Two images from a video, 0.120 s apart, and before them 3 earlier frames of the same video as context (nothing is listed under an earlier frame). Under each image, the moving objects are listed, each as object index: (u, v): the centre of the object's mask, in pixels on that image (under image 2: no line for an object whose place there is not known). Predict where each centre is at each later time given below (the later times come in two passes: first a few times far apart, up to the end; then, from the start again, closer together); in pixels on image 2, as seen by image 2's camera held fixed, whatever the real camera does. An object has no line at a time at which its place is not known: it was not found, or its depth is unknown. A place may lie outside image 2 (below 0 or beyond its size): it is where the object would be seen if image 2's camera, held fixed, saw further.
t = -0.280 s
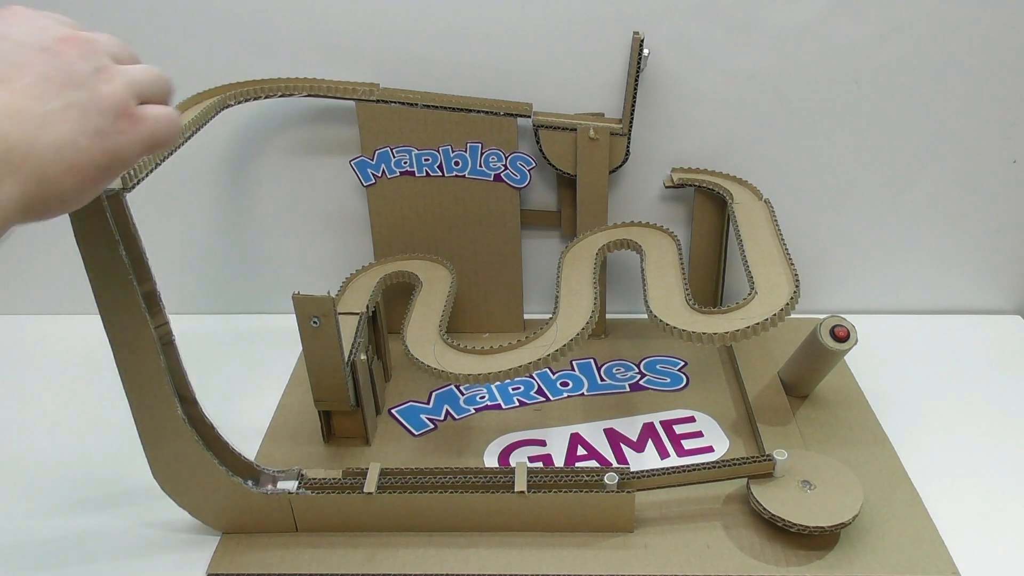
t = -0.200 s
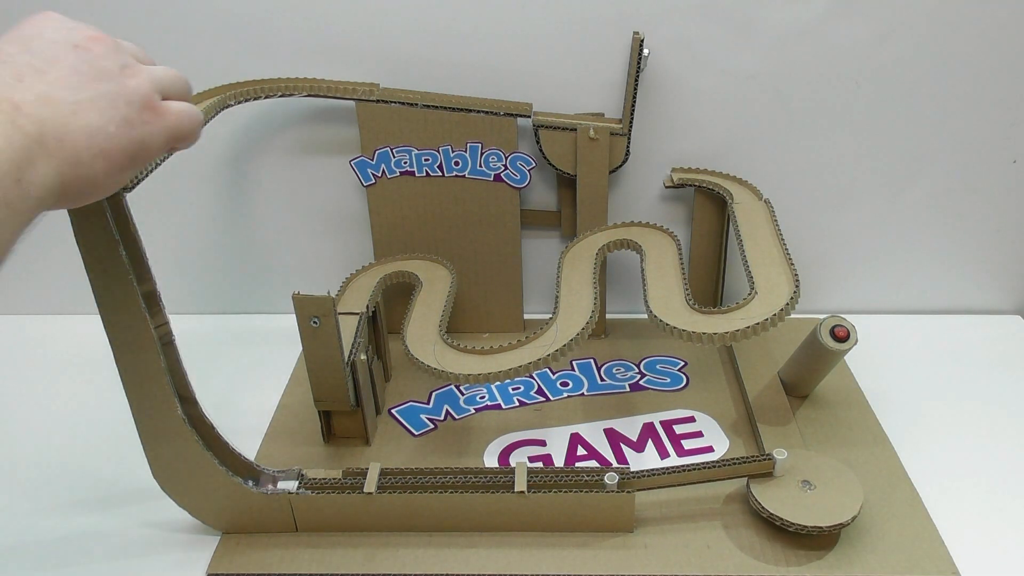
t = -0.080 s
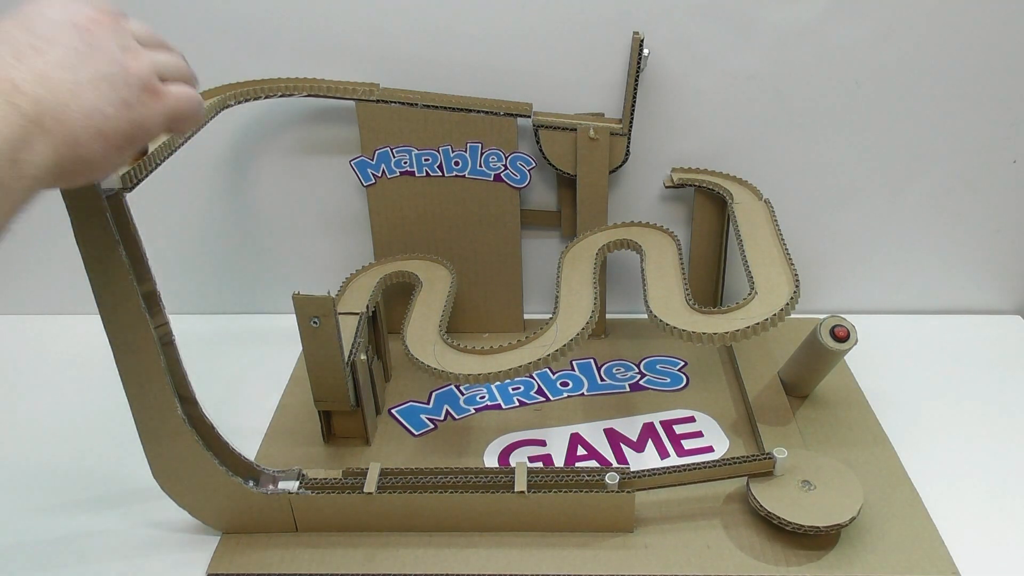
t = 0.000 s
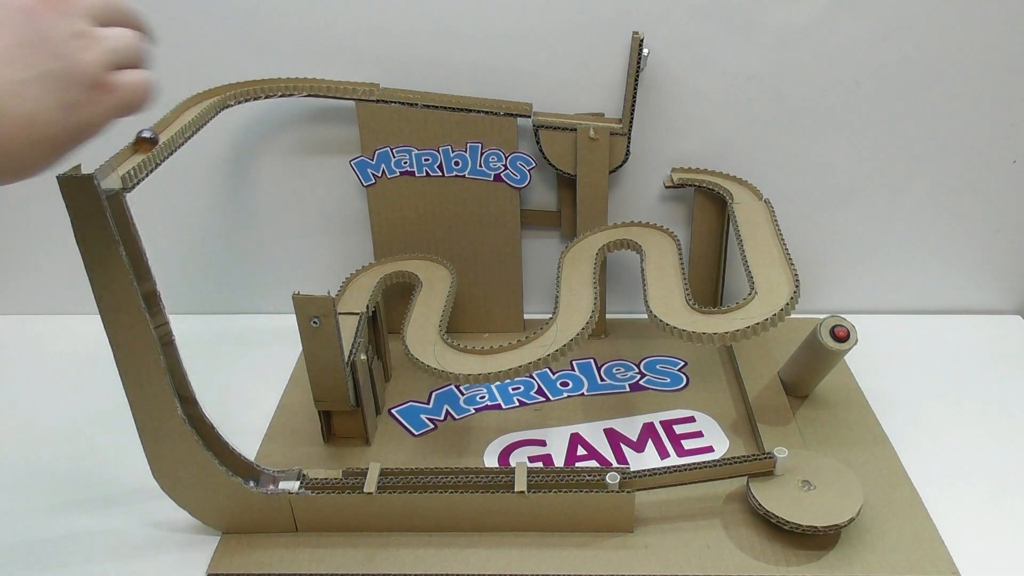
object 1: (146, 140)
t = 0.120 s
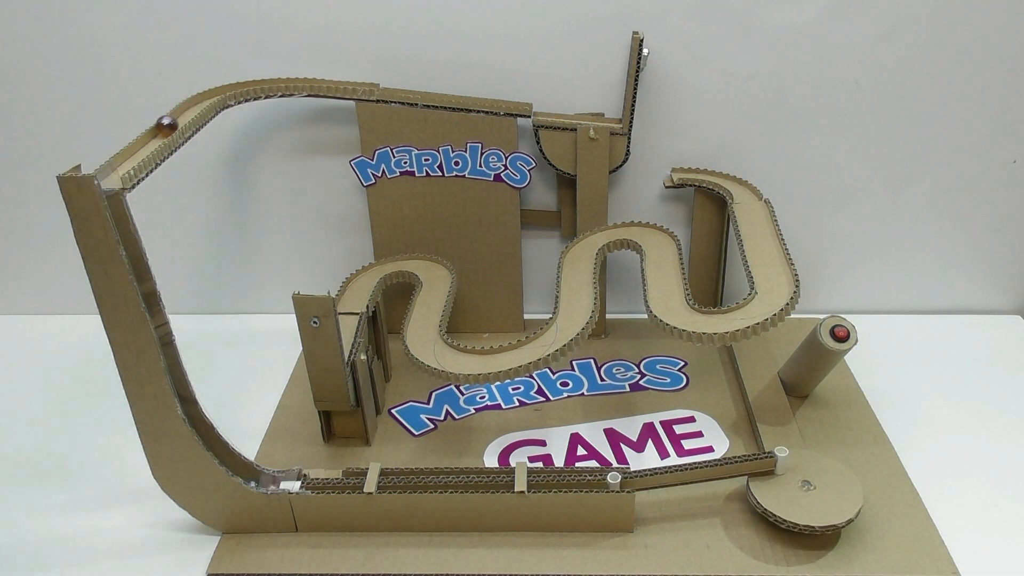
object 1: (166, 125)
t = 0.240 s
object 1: (186, 111)
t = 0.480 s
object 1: (223, 87)
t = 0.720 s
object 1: (308, 78)
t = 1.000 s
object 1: (441, 91)
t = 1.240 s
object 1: (595, 113)
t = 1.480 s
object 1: (617, 133)
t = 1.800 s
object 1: (611, 152)
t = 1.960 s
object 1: (630, 151)
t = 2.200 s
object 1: (685, 169)
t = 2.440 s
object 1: (743, 183)
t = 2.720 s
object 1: (748, 223)
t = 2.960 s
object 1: (768, 293)
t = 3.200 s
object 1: (665, 311)
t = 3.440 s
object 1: (652, 257)
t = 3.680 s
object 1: (628, 231)
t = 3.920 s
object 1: (569, 255)
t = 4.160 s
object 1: (562, 318)
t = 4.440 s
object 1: (432, 357)
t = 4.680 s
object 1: (423, 292)
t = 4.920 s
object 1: (415, 258)
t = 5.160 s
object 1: (359, 272)
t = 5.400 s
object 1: (345, 314)
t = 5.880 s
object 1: (341, 389)
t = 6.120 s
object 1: (332, 395)
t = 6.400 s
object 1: (338, 411)
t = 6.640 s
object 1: (320, 471)
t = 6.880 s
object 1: (312, 483)
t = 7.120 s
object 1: (312, 483)
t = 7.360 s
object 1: (312, 483)
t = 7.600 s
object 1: (312, 483)
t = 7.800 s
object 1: (313, 483)
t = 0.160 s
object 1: (173, 120)
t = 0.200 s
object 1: (180, 115)
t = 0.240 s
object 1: (186, 111)
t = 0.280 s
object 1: (191, 107)
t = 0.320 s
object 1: (196, 103)
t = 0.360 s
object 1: (201, 99)
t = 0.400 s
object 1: (206, 96)
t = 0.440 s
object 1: (214, 90)
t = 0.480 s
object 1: (223, 87)
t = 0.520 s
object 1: (234, 83)
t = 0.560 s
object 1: (248, 81)
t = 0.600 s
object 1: (261, 80)
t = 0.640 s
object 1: (276, 79)
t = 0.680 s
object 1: (292, 78)
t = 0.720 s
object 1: (308, 78)
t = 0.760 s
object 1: (324, 79)
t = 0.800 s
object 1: (341, 80)
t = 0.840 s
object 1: (359, 82)
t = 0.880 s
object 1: (379, 84)
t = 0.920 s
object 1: (400, 86)
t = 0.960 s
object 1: (419, 88)
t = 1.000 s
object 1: (441, 91)
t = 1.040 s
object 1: (464, 94)
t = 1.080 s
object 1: (489, 95)
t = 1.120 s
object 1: (514, 98)
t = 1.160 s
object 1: (541, 102)
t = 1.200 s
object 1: (568, 110)
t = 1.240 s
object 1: (595, 113)
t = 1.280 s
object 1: (617, 117)
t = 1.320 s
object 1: (609, 118)
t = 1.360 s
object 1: (606, 119)
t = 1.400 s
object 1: (607, 119)
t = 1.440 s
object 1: (613, 125)
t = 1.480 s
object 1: (617, 133)
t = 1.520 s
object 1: (616, 138)
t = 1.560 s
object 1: (614, 142)
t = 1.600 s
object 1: (612, 146)
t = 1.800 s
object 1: (611, 152)
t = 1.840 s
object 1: (614, 151)
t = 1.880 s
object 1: (619, 150)
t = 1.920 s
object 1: (625, 150)
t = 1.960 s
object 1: (630, 151)
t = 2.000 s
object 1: (635, 154)
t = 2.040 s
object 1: (639, 159)
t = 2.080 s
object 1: (647, 163)
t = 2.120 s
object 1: (659, 165)
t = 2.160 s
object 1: (671, 167)
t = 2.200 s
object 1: (685, 169)
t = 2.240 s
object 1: (699, 169)
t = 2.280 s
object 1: (713, 170)
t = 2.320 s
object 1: (722, 173)
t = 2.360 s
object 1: (730, 176)
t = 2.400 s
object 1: (738, 179)
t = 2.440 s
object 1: (743, 183)
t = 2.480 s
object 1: (747, 187)
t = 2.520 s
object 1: (750, 191)
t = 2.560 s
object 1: (752, 196)
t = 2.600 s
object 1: (753, 201)
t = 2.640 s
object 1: (752, 207)
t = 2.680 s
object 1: (751, 215)
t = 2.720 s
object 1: (748, 223)
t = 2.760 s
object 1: (750, 231)
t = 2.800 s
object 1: (753, 242)
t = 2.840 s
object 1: (755, 253)
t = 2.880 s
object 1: (759, 265)
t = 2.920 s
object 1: (764, 278)
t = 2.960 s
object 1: (768, 293)
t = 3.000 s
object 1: (767, 308)
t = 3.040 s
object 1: (752, 317)
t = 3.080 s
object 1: (727, 324)
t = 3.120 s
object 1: (702, 326)
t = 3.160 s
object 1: (681, 321)
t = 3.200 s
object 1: (665, 311)
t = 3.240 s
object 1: (657, 302)
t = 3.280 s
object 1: (655, 292)
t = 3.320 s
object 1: (654, 280)
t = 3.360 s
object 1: (653, 272)
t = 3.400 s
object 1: (653, 265)
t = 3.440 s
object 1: (652, 257)
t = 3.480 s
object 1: (651, 250)
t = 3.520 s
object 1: (651, 245)
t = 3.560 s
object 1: (648, 240)
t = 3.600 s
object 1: (643, 236)
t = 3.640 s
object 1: (636, 234)
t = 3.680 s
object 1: (628, 231)
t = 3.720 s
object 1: (617, 230)
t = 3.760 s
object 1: (605, 229)
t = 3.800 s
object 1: (591, 232)
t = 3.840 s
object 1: (582, 238)
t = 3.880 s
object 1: (574, 247)
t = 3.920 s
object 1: (569, 255)
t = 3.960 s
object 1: (568, 262)
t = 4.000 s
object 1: (567, 273)
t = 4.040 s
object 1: (567, 282)
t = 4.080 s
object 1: (567, 294)
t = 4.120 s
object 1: (565, 306)
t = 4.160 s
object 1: (562, 318)
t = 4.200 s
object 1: (556, 333)
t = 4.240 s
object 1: (545, 346)
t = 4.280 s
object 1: (523, 356)
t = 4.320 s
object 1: (498, 364)
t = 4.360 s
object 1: (473, 366)
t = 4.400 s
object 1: (451, 363)
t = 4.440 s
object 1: (432, 357)
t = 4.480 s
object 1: (419, 347)
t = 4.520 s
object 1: (414, 336)
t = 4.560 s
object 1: (412, 325)
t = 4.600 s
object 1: (415, 313)
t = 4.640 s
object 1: (419, 301)
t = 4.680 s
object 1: (423, 292)
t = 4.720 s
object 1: (426, 283)
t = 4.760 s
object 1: (429, 274)
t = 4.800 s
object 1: (431, 266)
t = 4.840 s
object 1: (431, 260)
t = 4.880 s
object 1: (423, 259)
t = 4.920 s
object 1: (415, 258)
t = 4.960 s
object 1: (407, 256)
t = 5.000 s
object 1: (397, 258)
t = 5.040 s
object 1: (387, 260)
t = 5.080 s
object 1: (377, 263)
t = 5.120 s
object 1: (367, 267)
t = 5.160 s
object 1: (359, 272)
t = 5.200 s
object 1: (353, 278)
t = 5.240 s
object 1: (350, 285)
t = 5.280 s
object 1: (346, 291)
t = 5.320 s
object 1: (344, 299)
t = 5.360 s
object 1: (343, 305)
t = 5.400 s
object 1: (345, 314)
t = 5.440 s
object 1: (347, 323)
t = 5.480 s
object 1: (347, 332)
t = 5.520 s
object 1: (345, 341)
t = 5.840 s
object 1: (339, 385)
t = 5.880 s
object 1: (341, 389)
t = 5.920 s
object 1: (343, 389)
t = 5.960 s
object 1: (343, 388)
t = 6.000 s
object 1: (339, 390)
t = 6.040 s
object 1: (337, 392)
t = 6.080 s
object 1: (334, 394)
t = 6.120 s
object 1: (332, 395)
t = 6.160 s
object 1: (332, 396)
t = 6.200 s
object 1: (333, 397)
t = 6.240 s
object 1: (333, 399)
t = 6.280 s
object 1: (336, 401)
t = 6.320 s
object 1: (337, 402)
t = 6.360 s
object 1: (338, 405)
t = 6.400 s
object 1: (338, 411)
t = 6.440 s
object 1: (338, 417)
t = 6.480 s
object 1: (337, 426)
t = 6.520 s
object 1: (334, 436)
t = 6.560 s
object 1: (332, 448)
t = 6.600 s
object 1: (329, 463)
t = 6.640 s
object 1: (320, 471)
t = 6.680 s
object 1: (311, 482)
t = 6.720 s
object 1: (307, 485)
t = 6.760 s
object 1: (310, 483)
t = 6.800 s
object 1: (311, 483)
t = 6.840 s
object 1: (311, 483)
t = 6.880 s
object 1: (312, 483)
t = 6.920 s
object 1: (312, 483)
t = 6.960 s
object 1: (312, 483)
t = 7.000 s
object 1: (313, 483)
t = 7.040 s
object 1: (313, 483)
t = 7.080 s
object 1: (312, 483)
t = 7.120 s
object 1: (312, 483)
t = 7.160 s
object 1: (312, 483)
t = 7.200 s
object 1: (312, 483)
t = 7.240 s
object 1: (312, 483)
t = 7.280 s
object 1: (312, 483)
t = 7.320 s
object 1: (312, 483)
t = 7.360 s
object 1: (312, 483)
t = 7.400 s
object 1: (312, 483)
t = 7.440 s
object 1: (312, 483)
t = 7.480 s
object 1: (312, 483)
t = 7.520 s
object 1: (312, 483)
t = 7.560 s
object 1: (312, 483)
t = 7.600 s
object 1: (312, 483)
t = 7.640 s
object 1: (313, 483)
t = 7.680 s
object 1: (313, 483)
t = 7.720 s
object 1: (313, 483)
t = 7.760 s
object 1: (313, 483)
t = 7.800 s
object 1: (313, 483)
